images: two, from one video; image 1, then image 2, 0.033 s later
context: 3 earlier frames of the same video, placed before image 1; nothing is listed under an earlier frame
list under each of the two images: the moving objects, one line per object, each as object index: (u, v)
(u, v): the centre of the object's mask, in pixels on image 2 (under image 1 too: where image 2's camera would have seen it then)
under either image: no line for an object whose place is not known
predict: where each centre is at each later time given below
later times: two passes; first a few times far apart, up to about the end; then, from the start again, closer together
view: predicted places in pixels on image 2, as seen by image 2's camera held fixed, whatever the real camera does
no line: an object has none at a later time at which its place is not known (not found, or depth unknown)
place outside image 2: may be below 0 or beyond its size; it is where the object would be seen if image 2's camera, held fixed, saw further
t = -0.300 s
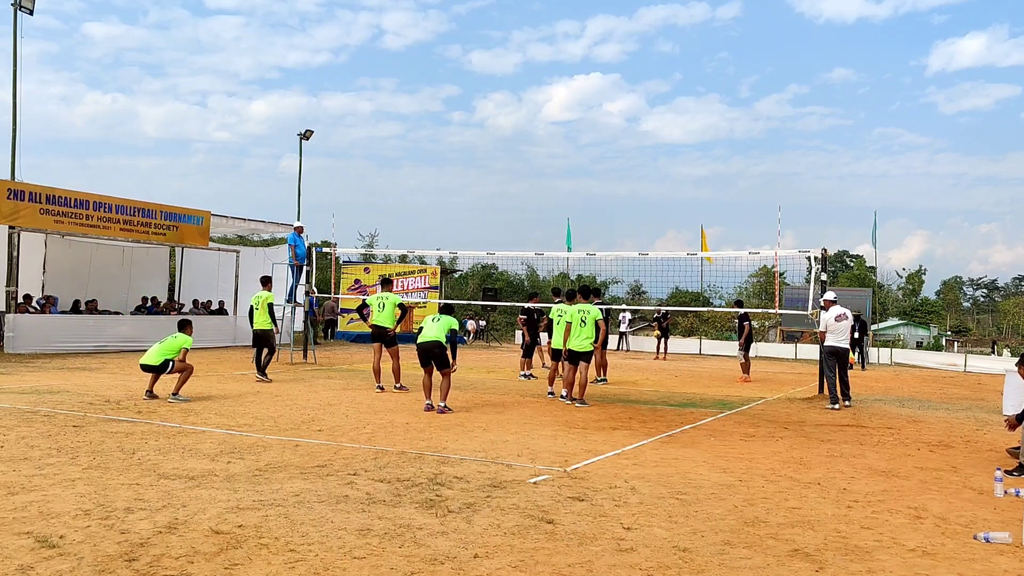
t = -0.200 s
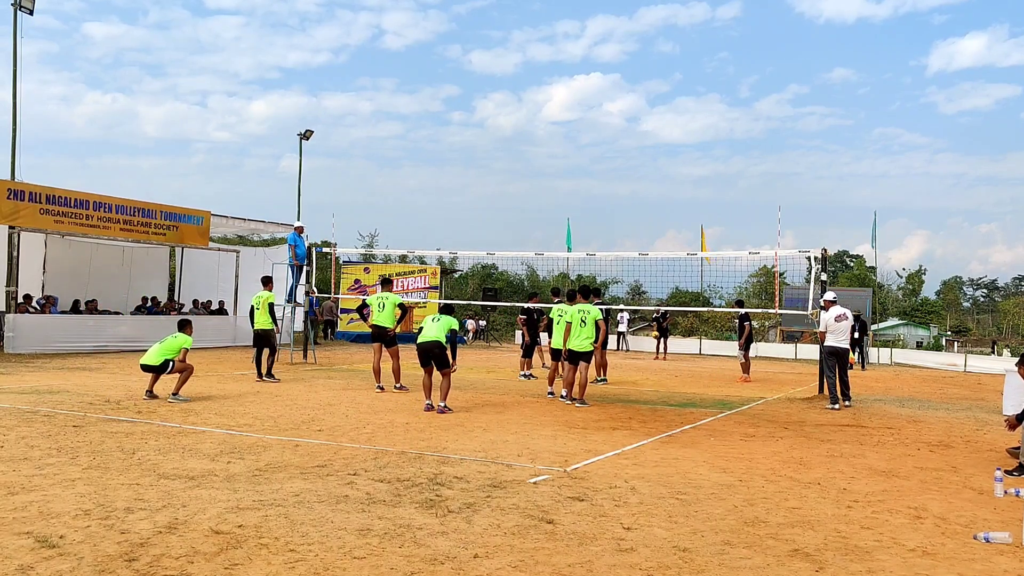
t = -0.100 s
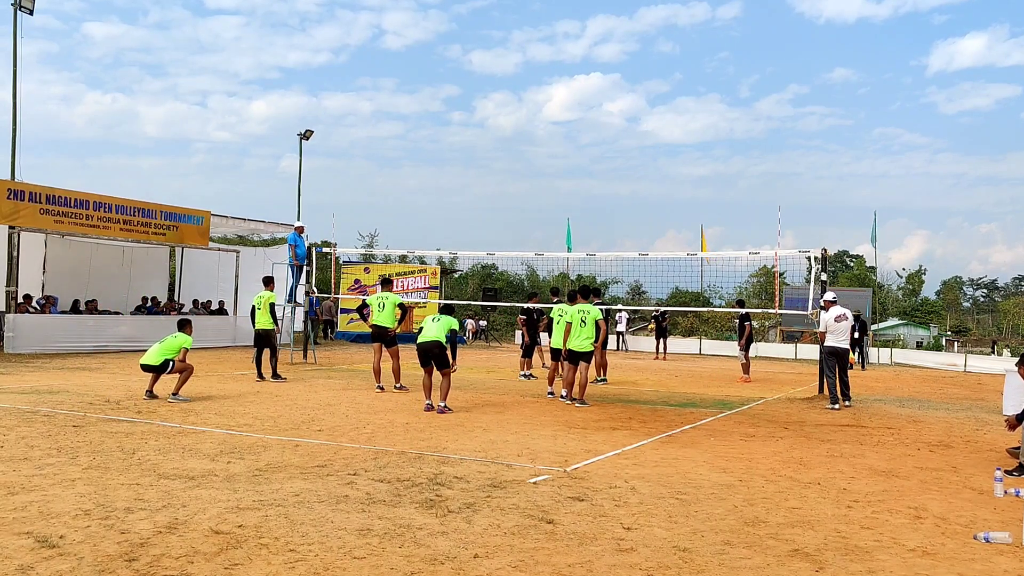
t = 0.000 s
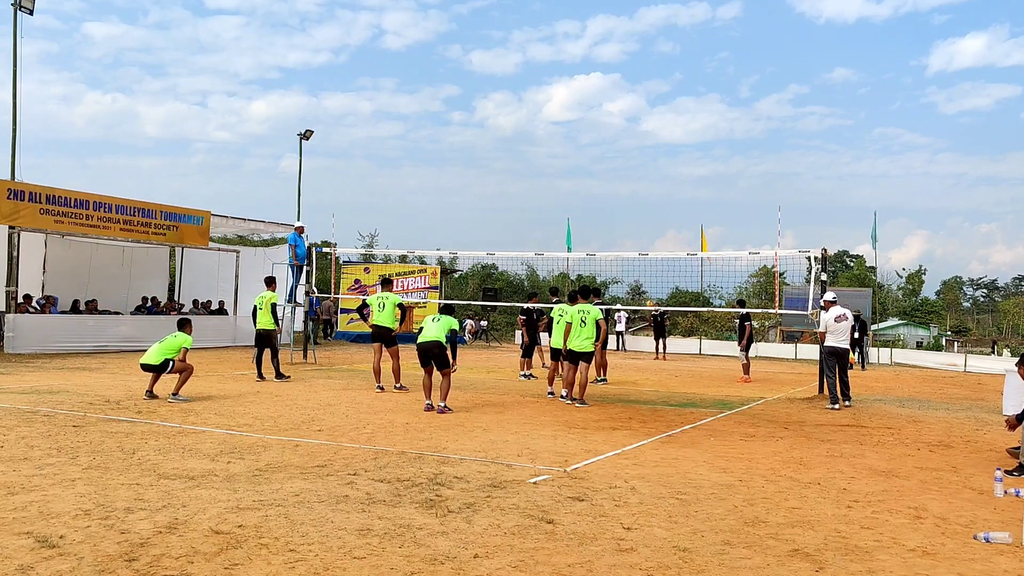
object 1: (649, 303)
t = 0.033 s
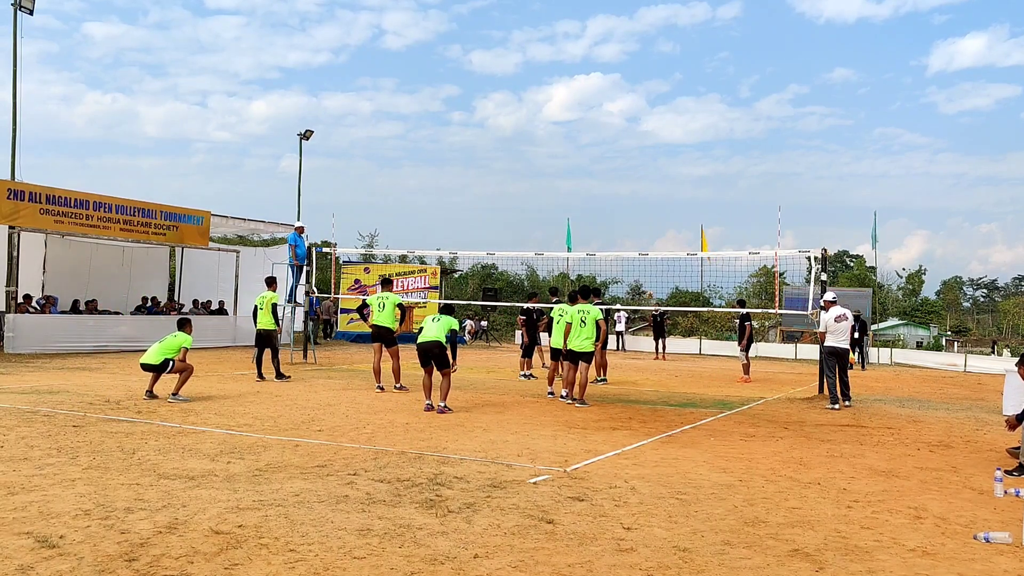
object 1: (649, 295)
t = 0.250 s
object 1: (650, 247)
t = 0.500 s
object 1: (651, 212)
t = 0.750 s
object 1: (651, 198)
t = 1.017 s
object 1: (650, 207)
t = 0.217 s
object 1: (651, 251)
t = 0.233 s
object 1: (650, 249)
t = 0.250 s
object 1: (650, 247)
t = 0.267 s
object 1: (650, 244)
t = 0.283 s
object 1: (650, 241)
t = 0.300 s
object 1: (650, 238)
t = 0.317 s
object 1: (650, 235)
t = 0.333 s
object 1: (650, 233)
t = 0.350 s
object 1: (650, 230)
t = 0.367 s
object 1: (650, 228)
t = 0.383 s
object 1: (650, 225)
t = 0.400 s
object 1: (650, 223)
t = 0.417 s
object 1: (651, 221)
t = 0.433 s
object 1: (651, 219)
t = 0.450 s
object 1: (651, 217)
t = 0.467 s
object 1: (651, 215)
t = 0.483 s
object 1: (651, 213)
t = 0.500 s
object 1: (651, 212)
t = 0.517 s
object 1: (651, 210)
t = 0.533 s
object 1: (651, 209)
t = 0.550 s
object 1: (651, 207)
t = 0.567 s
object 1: (651, 206)
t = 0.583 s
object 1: (651, 205)
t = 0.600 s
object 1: (651, 204)
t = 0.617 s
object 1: (651, 203)
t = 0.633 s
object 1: (651, 202)
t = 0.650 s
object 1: (651, 201)
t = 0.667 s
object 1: (651, 200)
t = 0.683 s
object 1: (651, 200)
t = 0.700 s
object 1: (651, 199)
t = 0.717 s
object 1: (651, 199)
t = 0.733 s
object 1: (651, 198)
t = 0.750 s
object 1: (651, 198)
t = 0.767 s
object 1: (651, 198)
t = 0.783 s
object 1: (651, 198)
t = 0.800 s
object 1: (651, 198)
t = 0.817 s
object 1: (651, 198)
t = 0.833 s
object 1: (651, 198)
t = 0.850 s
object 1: (651, 198)
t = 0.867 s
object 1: (651, 199)
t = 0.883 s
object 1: (651, 200)
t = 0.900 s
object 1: (650, 200)
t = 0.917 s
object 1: (650, 201)
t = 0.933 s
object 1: (650, 202)
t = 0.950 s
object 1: (650, 203)
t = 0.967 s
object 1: (650, 204)
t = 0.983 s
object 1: (650, 205)
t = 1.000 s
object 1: (650, 206)
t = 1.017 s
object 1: (650, 207)
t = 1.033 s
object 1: (650, 209)
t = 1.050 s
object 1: (650, 210)
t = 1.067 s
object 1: (650, 212)
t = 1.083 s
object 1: (650, 213)
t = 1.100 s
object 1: (650, 215)
